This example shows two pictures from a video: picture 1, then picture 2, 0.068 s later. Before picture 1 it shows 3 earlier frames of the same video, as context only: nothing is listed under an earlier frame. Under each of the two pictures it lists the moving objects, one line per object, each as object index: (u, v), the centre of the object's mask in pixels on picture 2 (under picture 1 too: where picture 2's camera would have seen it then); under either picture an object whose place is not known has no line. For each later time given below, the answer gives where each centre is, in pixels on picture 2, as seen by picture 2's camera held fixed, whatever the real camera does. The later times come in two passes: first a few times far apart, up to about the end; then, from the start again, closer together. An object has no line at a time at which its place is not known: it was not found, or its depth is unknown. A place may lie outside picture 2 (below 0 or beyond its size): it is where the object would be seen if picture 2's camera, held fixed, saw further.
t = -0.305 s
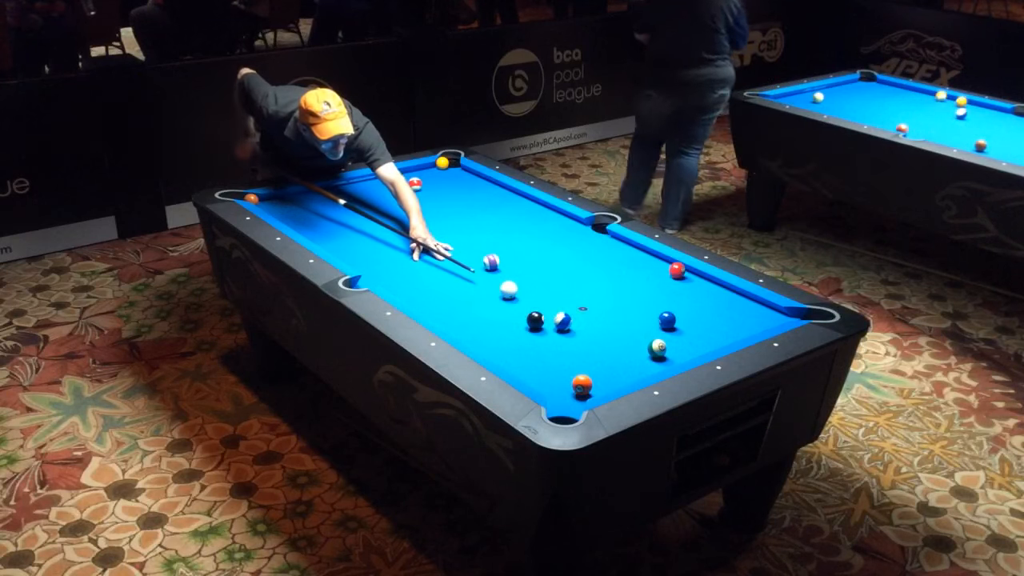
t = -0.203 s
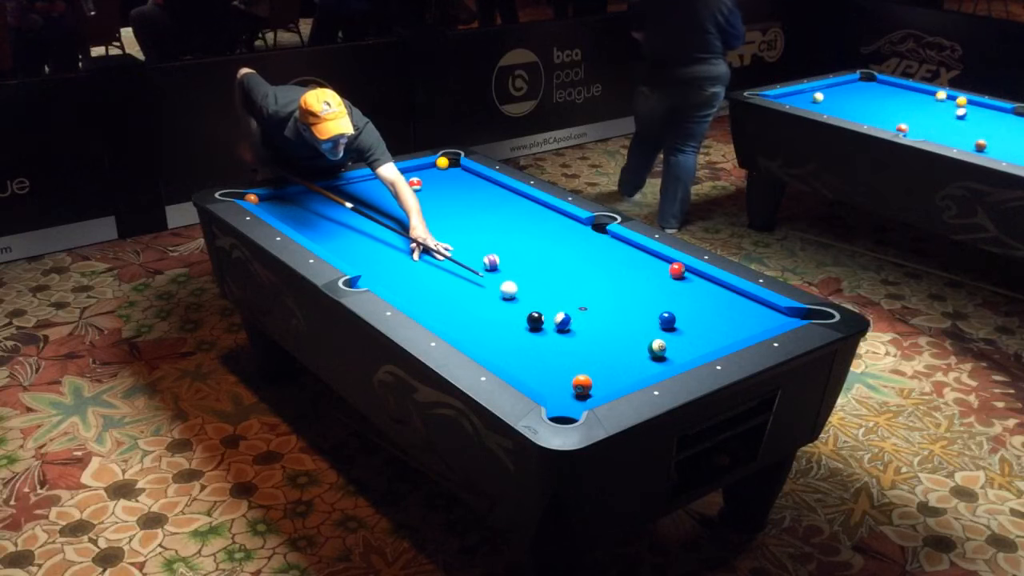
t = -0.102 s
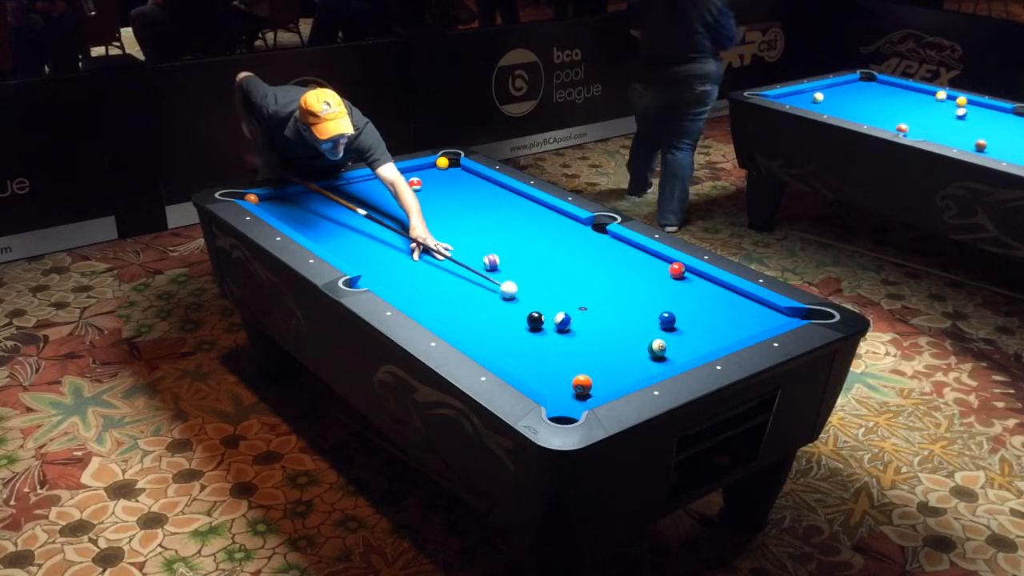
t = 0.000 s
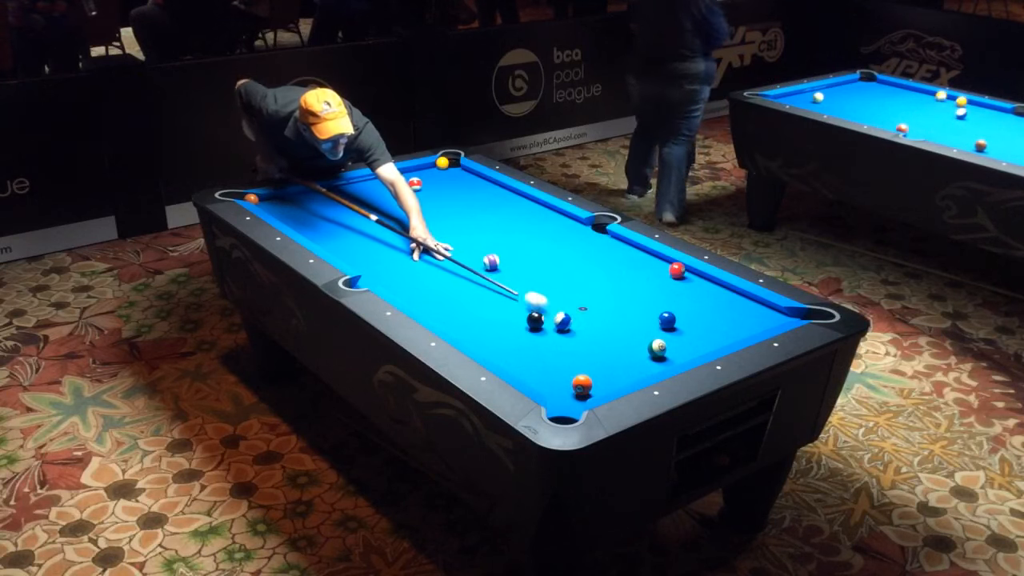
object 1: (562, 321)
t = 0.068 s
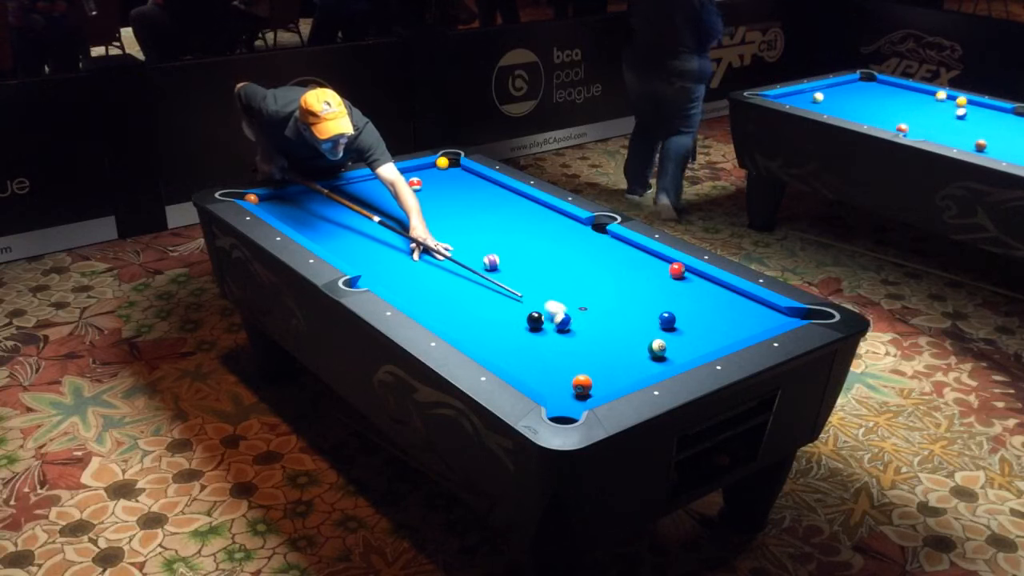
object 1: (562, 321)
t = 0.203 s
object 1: (566, 332)
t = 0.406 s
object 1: (572, 350)
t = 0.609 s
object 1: (577, 367)
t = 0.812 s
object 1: (582, 375)
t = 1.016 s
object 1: (586, 379)
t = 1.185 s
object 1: (589, 382)
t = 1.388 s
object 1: (592, 384)
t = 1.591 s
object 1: (594, 385)
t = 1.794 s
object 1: (596, 386)
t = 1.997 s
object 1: (598, 386)
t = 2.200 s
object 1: (599, 386)
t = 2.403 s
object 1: (598, 386)
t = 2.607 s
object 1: (598, 386)
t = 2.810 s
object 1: (598, 386)
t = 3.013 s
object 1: (598, 386)
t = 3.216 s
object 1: (598, 386)
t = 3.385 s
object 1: (598, 386)
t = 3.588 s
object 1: (598, 386)
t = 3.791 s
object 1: (598, 386)
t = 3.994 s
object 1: (598, 386)
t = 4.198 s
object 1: (598, 386)
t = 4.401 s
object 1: (598, 386)
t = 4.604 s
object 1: (598, 386)
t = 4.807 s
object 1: (598, 386)
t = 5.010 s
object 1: (598, 386)
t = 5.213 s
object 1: (598, 386)
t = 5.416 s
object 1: (598, 386)
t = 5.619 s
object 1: (598, 386)
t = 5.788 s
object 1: (598, 386)
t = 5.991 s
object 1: (598, 386)
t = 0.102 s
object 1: (563, 322)
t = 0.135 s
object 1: (564, 326)
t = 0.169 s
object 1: (565, 329)
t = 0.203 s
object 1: (566, 332)
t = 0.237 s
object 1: (567, 335)
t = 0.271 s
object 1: (568, 338)
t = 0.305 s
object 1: (569, 341)
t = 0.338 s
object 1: (570, 344)
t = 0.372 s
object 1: (570, 347)
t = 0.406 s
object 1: (572, 350)
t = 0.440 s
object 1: (572, 353)
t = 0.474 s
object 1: (574, 356)
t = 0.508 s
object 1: (575, 358)
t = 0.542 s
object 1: (576, 361)
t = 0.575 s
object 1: (576, 364)
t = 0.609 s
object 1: (577, 367)
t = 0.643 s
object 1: (578, 368)
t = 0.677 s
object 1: (579, 370)
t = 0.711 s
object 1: (580, 371)
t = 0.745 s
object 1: (581, 373)
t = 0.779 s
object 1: (582, 374)
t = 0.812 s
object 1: (582, 375)
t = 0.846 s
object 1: (583, 376)
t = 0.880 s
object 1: (584, 377)
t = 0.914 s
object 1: (584, 377)
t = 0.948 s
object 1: (585, 378)
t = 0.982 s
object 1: (585, 378)
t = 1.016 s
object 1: (586, 379)
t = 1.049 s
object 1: (587, 380)
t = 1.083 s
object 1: (587, 381)
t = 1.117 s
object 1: (588, 381)
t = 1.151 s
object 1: (588, 381)
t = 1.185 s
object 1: (589, 382)
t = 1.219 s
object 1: (589, 382)
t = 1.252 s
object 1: (590, 382)
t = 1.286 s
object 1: (590, 383)
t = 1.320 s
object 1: (591, 383)
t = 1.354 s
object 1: (591, 383)
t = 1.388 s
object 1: (592, 384)
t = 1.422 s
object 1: (592, 384)
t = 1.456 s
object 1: (593, 384)
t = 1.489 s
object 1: (593, 384)
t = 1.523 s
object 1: (594, 384)
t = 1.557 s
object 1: (594, 384)
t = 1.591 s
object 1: (594, 385)
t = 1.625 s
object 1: (595, 385)
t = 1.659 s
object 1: (595, 385)
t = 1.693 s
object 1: (595, 385)
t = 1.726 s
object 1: (596, 385)
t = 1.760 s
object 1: (596, 385)
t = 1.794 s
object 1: (596, 386)
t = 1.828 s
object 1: (597, 386)
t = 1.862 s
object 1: (597, 386)
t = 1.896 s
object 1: (597, 386)
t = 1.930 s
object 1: (598, 386)
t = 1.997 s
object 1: (598, 386)
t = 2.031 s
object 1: (598, 386)
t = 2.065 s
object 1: (598, 386)
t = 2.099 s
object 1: (599, 386)
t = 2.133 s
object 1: (599, 387)
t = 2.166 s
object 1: (599, 386)
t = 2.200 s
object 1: (599, 386)
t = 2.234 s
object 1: (599, 386)
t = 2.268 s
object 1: (599, 386)
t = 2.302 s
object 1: (599, 386)
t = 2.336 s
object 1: (599, 386)
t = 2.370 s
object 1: (598, 386)
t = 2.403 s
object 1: (598, 386)
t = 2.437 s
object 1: (598, 386)
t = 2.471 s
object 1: (598, 386)
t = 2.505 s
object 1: (598, 386)
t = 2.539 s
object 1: (598, 386)
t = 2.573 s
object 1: (598, 386)
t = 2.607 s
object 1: (598, 386)
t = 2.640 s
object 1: (598, 386)
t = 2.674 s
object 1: (598, 386)
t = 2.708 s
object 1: (598, 386)
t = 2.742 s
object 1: (598, 386)
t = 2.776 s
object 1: (598, 386)
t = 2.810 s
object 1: (598, 386)
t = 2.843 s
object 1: (598, 386)
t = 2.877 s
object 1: (598, 386)
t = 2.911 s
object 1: (598, 386)
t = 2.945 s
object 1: (598, 386)
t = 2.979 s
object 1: (598, 386)
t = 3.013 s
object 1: (598, 386)
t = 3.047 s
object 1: (598, 386)
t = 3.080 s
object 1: (598, 386)
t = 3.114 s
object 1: (598, 386)
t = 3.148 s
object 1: (598, 386)
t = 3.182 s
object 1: (598, 386)
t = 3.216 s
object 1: (598, 386)
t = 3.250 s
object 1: (598, 386)
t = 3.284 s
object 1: (598, 386)
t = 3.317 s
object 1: (598, 386)
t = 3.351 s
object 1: (598, 386)
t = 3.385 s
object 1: (598, 386)
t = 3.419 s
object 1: (598, 386)
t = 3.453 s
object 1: (598, 386)
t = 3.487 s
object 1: (598, 386)
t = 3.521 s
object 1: (598, 386)
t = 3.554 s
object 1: (598, 386)
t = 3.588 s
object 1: (598, 386)
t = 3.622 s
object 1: (598, 386)
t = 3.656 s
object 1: (598, 386)
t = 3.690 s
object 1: (598, 386)
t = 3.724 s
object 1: (598, 386)
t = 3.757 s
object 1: (598, 386)
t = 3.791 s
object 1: (598, 386)
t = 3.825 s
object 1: (598, 386)
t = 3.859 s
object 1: (598, 386)
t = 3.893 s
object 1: (598, 386)
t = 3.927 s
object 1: (598, 386)
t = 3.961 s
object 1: (598, 386)
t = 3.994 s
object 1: (598, 386)
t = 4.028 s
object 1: (598, 386)
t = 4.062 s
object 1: (598, 386)
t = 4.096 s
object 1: (598, 386)
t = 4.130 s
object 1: (598, 386)
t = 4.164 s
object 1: (598, 386)
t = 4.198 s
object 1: (598, 386)
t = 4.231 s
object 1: (598, 386)
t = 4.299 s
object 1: (598, 386)
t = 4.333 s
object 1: (598, 386)
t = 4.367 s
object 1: (598, 386)
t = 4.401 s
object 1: (598, 386)
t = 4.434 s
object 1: (598, 386)
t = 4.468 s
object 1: (598, 386)
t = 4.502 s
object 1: (598, 386)
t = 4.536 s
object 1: (598, 386)
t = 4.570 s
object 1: (598, 386)
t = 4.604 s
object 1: (598, 386)
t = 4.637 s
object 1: (598, 386)
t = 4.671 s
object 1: (598, 386)
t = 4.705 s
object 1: (598, 386)
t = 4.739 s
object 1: (598, 386)
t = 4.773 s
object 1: (598, 386)
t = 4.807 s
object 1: (598, 386)
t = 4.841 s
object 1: (598, 386)
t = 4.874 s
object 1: (598, 386)
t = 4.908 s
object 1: (598, 386)
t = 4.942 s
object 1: (598, 386)
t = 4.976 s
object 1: (598, 386)
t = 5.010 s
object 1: (598, 386)
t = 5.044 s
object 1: (598, 386)
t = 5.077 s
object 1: (598, 386)
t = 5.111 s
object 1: (598, 386)
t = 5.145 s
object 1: (598, 386)
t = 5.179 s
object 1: (598, 386)
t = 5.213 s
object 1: (598, 386)
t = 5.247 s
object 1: (598, 386)
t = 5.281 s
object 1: (598, 386)
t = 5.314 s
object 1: (598, 386)
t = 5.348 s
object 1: (598, 386)
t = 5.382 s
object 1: (598, 386)
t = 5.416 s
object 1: (598, 386)
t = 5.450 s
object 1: (598, 386)
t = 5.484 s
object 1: (598, 386)
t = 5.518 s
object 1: (598, 386)
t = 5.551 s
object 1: (598, 386)
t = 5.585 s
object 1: (598, 386)
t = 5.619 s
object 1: (598, 386)
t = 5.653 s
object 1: (598, 386)
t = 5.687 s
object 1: (598, 386)
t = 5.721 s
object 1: (598, 386)
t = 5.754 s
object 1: (598, 386)
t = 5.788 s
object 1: (598, 386)
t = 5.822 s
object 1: (598, 386)
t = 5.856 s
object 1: (598, 386)
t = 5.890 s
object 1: (598, 386)
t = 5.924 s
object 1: (598, 386)
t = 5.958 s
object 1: (598, 386)
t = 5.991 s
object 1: (598, 386)
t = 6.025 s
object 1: (598, 386)
